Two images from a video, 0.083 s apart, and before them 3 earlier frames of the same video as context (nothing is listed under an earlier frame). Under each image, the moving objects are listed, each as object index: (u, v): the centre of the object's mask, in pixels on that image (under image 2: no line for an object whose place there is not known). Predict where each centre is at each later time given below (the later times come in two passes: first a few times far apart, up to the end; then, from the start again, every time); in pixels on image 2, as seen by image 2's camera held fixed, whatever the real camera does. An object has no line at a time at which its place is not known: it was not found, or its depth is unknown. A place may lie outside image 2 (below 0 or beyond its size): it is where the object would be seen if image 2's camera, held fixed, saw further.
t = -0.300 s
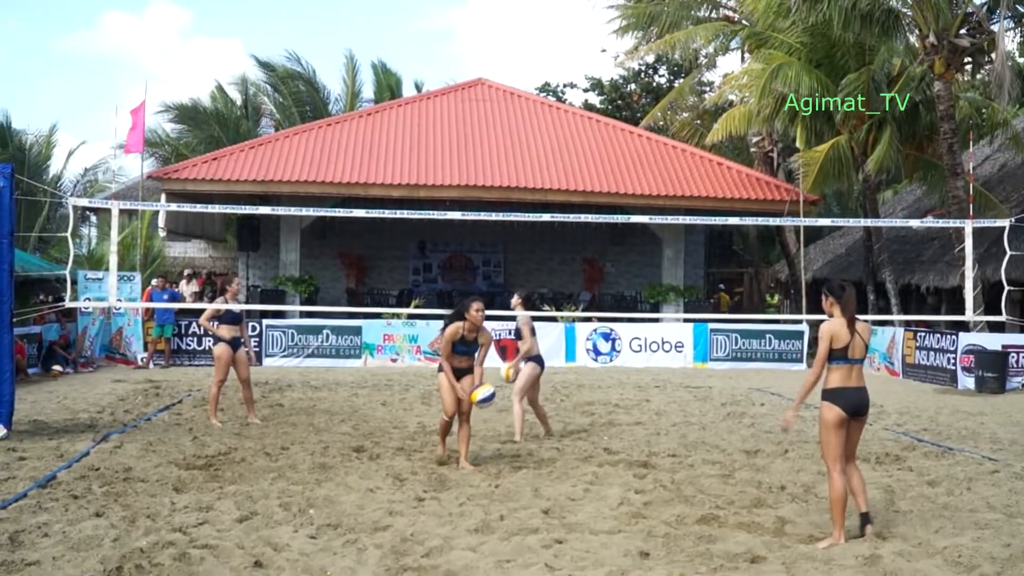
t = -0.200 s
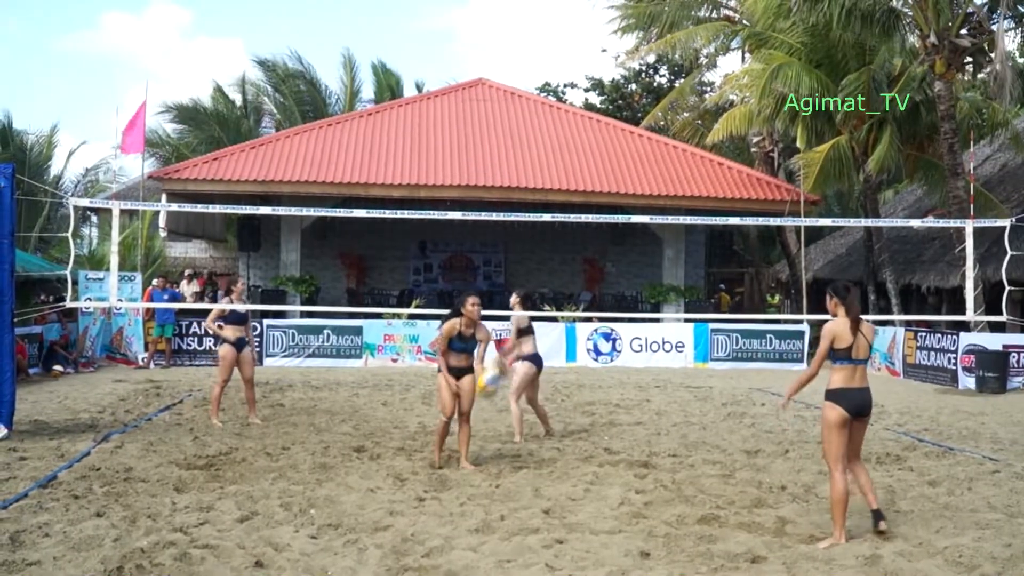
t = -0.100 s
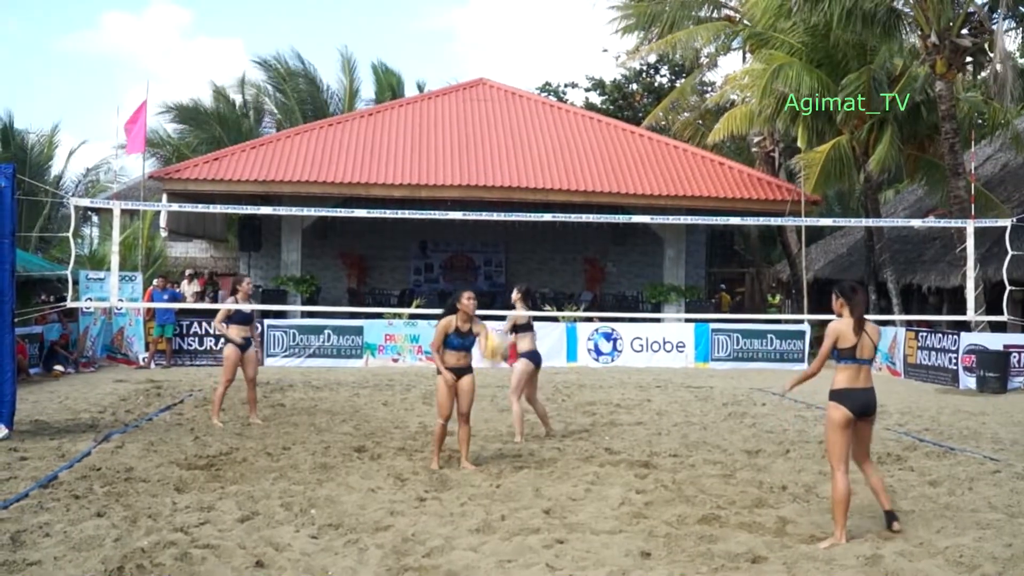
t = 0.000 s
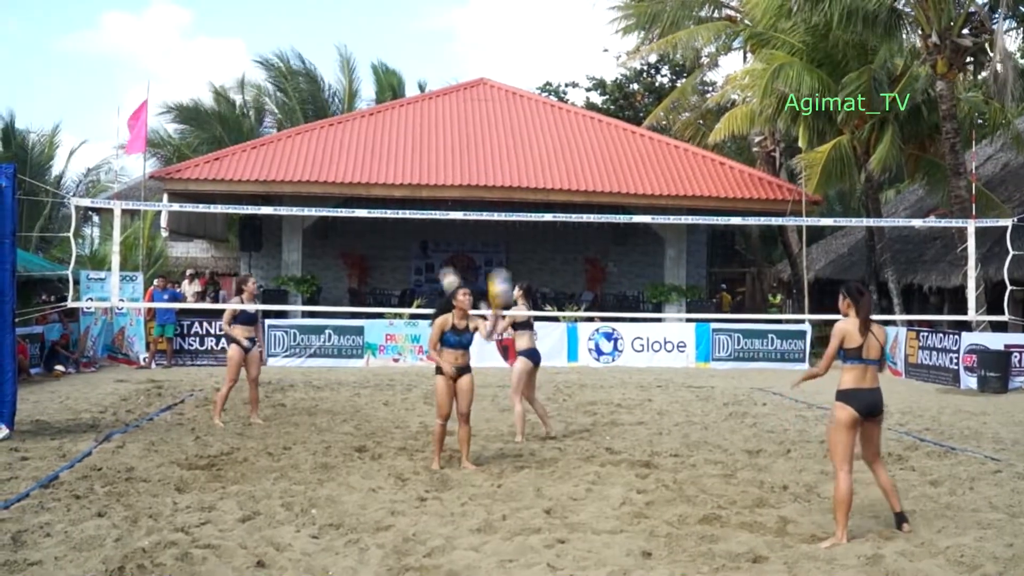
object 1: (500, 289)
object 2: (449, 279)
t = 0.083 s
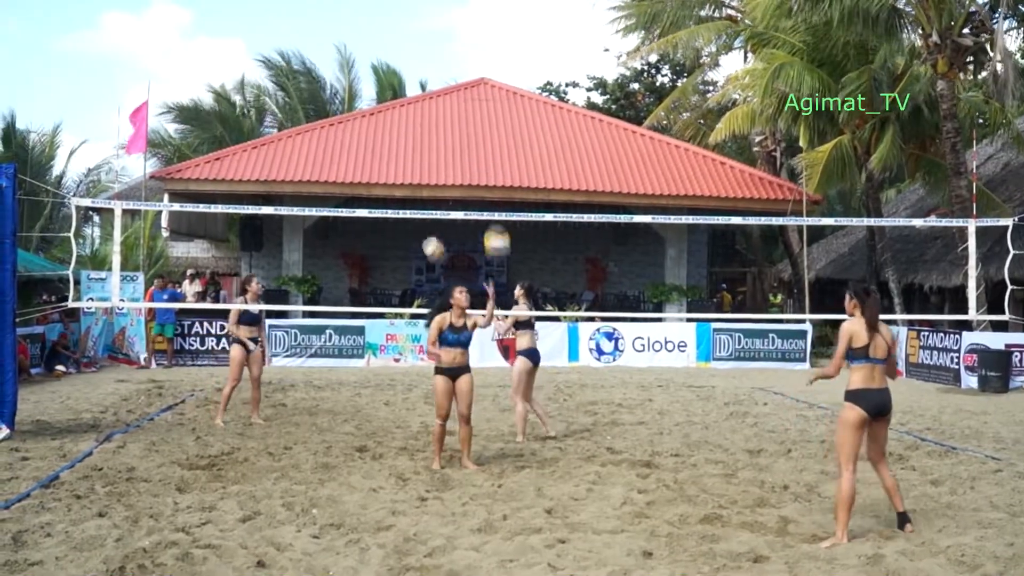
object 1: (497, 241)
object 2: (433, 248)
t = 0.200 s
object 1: (489, 195)
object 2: (409, 216)
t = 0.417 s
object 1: (475, 151)
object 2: (362, 188)
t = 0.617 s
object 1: (460, 158)
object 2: (320, 198)
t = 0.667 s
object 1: (455, 168)
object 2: (310, 203)
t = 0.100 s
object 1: (496, 235)
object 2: (430, 243)
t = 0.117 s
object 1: (495, 227)
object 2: (427, 238)
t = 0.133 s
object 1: (494, 221)
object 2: (423, 233)
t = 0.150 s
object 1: (493, 213)
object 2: (420, 228)
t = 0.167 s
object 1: (492, 204)
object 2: (416, 225)
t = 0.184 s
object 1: (491, 199)
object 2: (413, 220)
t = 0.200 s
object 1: (489, 195)
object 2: (409, 216)
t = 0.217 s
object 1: (489, 190)
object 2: (406, 212)
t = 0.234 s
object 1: (487, 184)
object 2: (402, 204)
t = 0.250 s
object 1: (487, 180)
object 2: (398, 203)
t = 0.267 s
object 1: (485, 174)
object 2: (394, 200)
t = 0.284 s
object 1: (484, 170)
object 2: (391, 198)
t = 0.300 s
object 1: (482, 167)
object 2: (387, 196)
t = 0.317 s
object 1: (482, 163)
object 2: (385, 195)
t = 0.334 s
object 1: (481, 160)
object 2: (381, 194)
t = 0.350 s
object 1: (480, 158)
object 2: (377, 192)
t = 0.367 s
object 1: (478, 156)
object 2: (373, 191)
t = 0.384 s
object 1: (478, 154)
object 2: (369, 189)
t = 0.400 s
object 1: (477, 152)
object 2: (365, 188)
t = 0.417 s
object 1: (475, 151)
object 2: (362, 188)
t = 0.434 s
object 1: (474, 150)
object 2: (359, 187)
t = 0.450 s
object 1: (473, 149)
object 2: (355, 187)
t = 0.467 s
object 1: (472, 149)
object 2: (351, 187)
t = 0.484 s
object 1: (471, 149)
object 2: (347, 187)
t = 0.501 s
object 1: (469, 149)
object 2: (344, 188)
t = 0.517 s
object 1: (467, 150)
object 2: (341, 189)
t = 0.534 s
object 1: (466, 150)
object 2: (337, 190)
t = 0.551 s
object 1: (465, 151)
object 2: (334, 191)
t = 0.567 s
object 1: (463, 153)
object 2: (330, 193)
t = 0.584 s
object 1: (462, 155)
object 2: (326, 195)
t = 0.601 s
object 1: (461, 157)
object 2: (323, 197)
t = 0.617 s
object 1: (460, 158)
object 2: (320, 198)
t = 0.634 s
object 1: (458, 161)
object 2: (317, 199)
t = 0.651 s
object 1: (457, 163)
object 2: (313, 201)
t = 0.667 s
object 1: (455, 168)
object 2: (310, 203)
